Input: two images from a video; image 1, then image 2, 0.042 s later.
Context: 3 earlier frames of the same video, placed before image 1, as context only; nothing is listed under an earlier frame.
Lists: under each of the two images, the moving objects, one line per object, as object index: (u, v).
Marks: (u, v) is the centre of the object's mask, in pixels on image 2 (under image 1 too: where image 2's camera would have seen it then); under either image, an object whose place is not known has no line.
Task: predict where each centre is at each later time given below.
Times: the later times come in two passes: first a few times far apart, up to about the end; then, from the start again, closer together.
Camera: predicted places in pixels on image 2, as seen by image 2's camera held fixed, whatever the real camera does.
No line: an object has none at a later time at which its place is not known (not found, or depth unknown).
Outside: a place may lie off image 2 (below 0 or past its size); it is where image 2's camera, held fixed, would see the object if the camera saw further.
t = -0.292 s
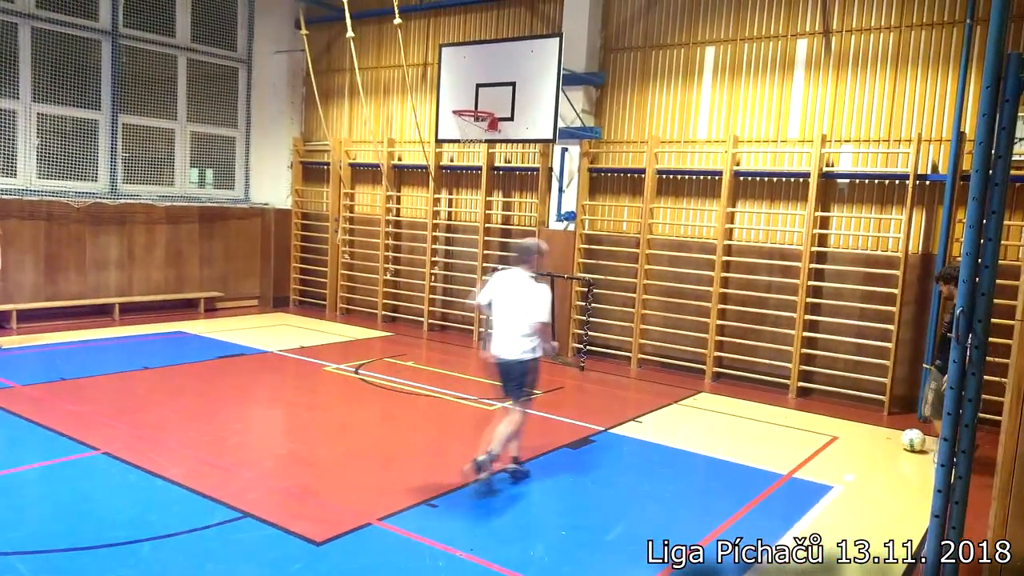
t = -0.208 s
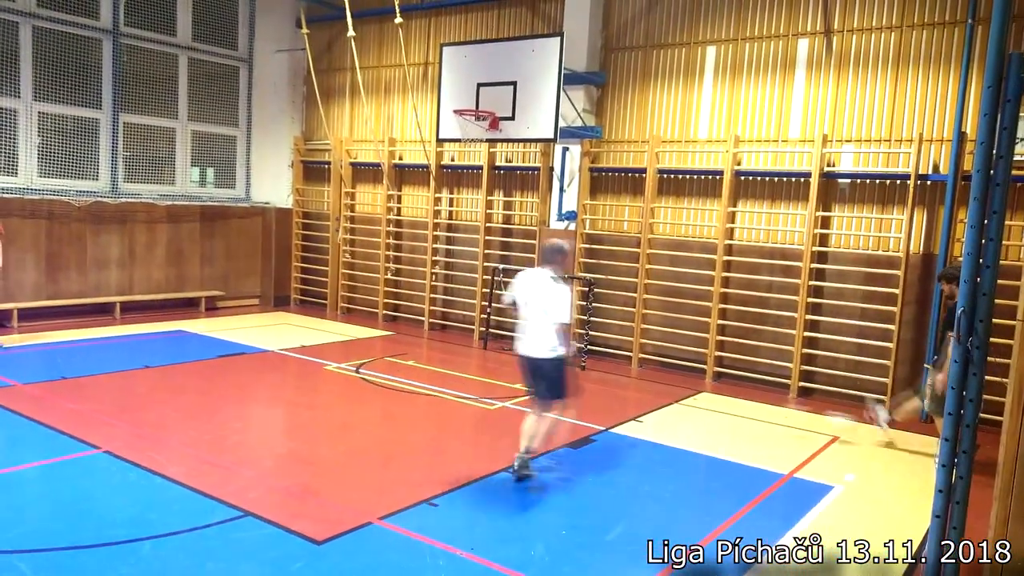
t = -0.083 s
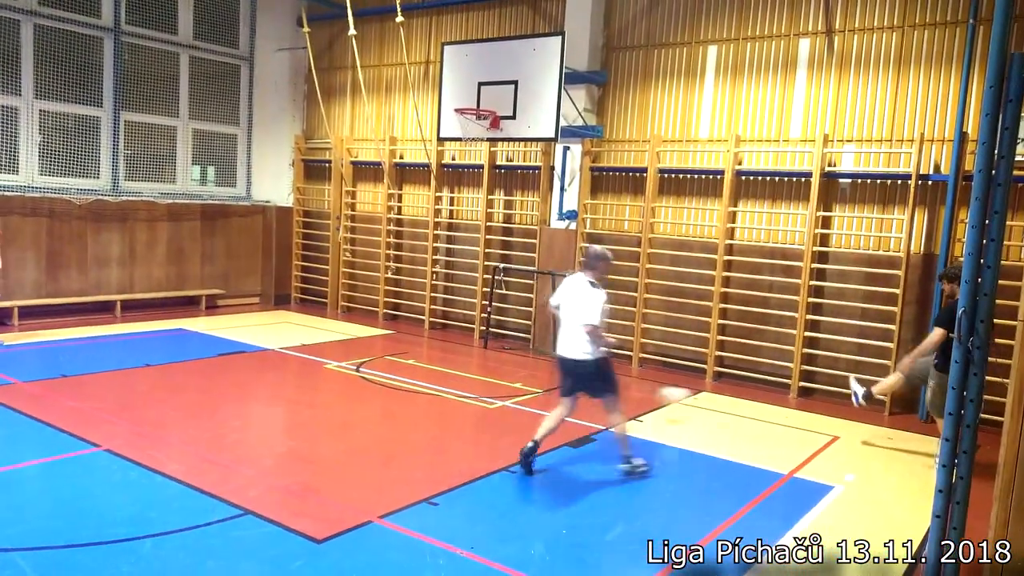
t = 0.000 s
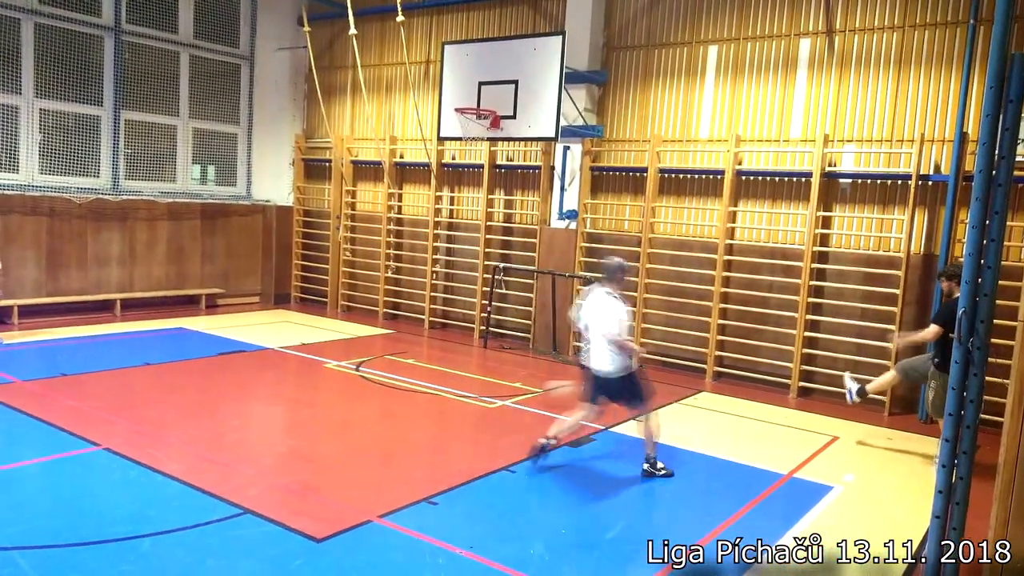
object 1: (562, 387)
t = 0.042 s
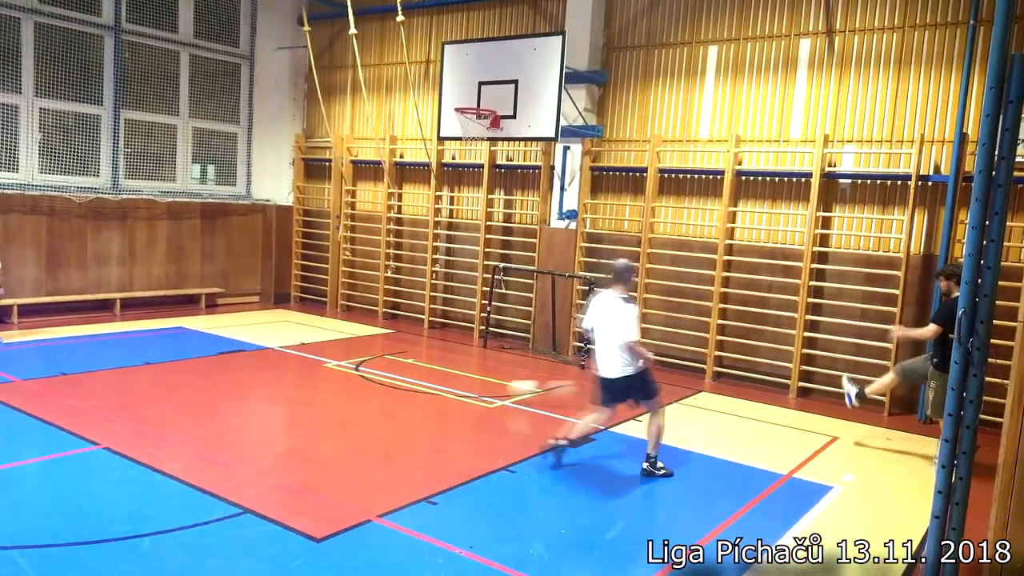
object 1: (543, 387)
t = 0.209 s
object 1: (373, 369)
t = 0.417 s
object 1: (226, 363)
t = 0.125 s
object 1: (458, 383)
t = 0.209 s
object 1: (373, 369)
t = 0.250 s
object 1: (345, 369)
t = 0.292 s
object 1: (318, 369)
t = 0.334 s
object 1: (290, 369)
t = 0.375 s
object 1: (254, 365)
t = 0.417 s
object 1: (226, 363)
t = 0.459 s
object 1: (200, 360)
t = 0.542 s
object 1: (141, 356)
